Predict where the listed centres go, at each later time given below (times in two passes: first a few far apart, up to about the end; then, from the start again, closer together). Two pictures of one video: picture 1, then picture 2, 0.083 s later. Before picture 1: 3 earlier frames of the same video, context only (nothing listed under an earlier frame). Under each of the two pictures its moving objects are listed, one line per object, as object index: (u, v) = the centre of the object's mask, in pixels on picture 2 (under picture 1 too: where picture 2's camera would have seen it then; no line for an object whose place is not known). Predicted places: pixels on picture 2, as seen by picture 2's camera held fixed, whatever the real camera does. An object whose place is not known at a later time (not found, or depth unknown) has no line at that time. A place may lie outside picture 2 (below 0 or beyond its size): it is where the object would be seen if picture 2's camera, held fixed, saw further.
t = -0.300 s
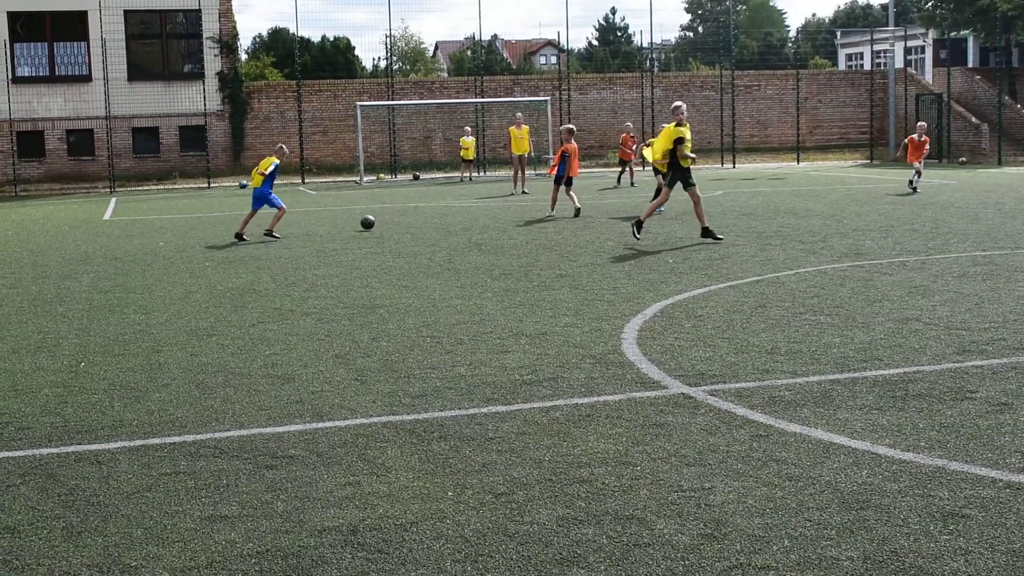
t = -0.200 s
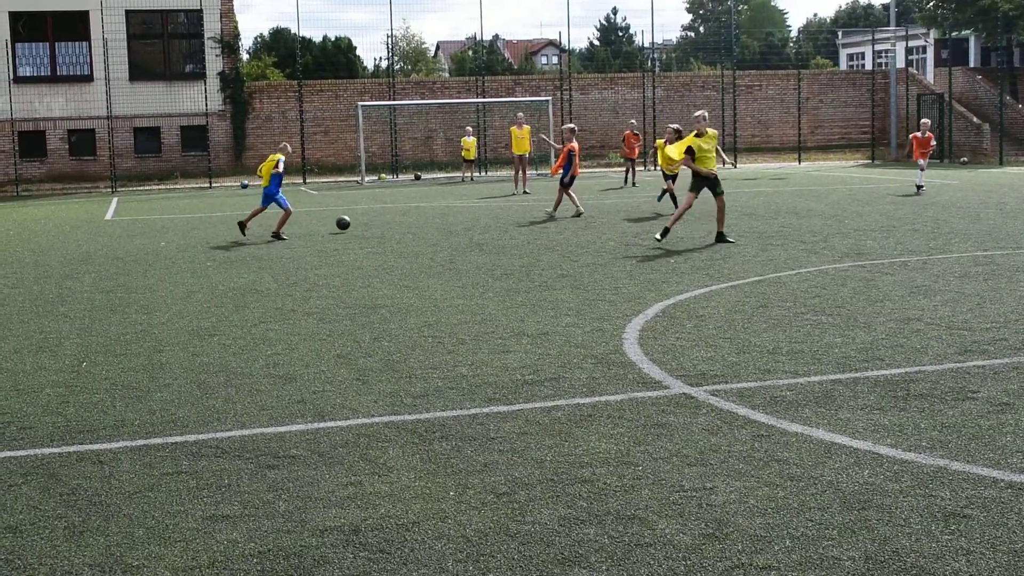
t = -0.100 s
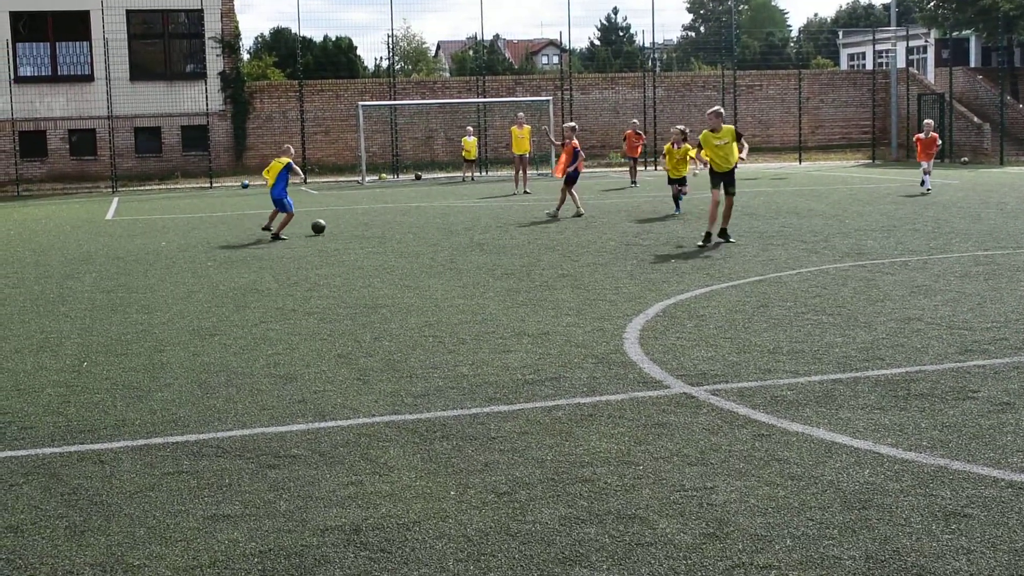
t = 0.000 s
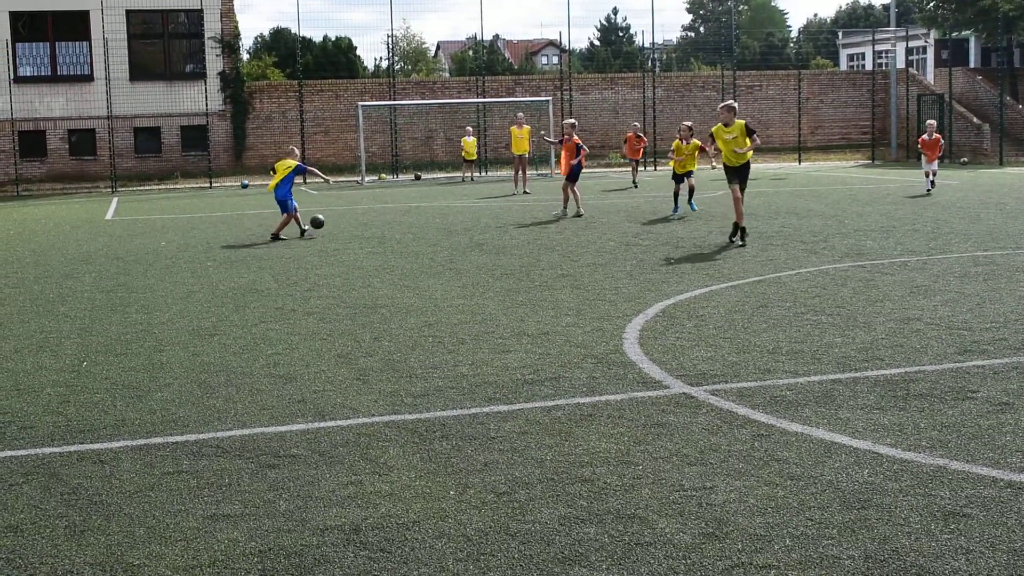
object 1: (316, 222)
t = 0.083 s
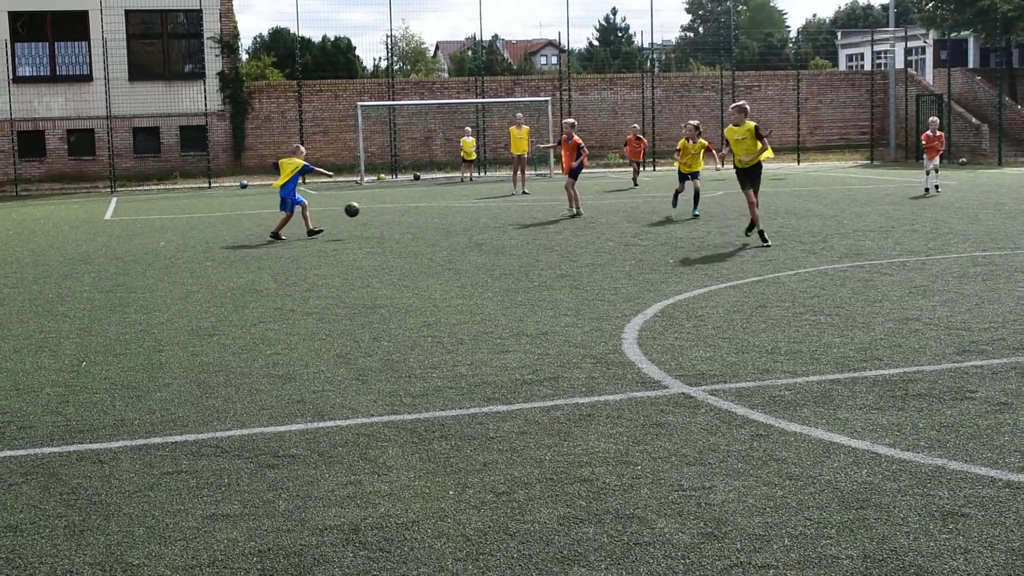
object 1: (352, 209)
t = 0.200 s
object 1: (404, 200)
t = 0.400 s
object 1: (497, 208)
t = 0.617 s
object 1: (592, 230)
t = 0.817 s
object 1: (642, 216)
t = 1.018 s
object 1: (695, 237)
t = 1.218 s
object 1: (752, 233)
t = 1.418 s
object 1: (814, 252)
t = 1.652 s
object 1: (885, 248)
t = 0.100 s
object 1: (359, 207)
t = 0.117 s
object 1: (367, 206)
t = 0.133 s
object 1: (374, 204)
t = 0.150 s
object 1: (382, 203)
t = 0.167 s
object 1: (389, 201)
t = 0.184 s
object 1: (396, 201)
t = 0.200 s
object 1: (404, 200)
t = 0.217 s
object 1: (411, 200)
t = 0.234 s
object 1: (419, 199)
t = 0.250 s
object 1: (426, 199)
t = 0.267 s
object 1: (434, 199)
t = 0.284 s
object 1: (442, 199)
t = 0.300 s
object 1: (450, 200)
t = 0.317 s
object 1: (458, 201)
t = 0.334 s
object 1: (465, 202)
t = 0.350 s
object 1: (473, 203)
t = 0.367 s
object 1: (481, 204)
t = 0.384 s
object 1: (489, 206)
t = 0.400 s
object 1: (497, 208)
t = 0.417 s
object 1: (505, 210)
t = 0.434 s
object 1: (513, 212)
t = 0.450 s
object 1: (522, 214)
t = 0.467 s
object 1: (530, 217)
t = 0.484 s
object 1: (538, 220)
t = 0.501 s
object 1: (546, 223)
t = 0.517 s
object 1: (554, 226)
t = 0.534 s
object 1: (563, 230)
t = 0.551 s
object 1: (571, 234)
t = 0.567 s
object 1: (580, 238)
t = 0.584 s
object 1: (584, 236)
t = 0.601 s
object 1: (588, 232)
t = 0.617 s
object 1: (592, 230)
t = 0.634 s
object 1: (596, 227)
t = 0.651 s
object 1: (600, 225)
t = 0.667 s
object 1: (604, 223)
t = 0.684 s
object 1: (608, 222)
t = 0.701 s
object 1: (612, 220)
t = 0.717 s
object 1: (617, 219)
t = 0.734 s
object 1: (621, 217)
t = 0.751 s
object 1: (625, 216)
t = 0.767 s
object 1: (629, 216)
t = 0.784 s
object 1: (633, 216)
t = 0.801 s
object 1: (637, 216)
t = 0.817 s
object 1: (642, 216)
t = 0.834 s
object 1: (646, 216)
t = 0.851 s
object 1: (650, 216)
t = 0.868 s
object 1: (655, 217)
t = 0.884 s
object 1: (659, 218)
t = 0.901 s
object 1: (664, 220)
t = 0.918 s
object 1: (668, 221)
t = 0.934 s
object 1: (673, 223)
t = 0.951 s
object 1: (677, 225)
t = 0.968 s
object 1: (681, 228)
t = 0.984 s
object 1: (686, 230)
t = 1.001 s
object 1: (691, 233)
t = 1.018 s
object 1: (695, 237)
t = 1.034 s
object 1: (700, 240)
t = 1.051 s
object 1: (704, 244)
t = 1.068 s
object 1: (709, 245)
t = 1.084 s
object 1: (714, 243)
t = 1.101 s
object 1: (718, 240)
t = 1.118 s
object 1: (723, 239)
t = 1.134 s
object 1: (728, 237)
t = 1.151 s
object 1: (733, 236)
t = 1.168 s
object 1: (738, 235)
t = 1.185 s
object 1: (743, 234)
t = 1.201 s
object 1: (747, 234)
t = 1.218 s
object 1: (752, 233)
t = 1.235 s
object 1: (757, 233)
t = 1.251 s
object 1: (762, 233)
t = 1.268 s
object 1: (767, 234)
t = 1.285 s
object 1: (772, 235)
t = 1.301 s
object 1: (777, 236)
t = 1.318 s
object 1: (782, 237)
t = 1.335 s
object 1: (787, 239)
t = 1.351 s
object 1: (793, 241)
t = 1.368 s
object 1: (798, 243)
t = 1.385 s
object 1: (803, 246)
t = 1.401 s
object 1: (808, 248)
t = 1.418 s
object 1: (814, 252)
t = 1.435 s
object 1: (819, 253)
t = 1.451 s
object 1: (824, 250)
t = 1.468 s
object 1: (829, 249)
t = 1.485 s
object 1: (834, 247)
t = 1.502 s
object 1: (839, 246)
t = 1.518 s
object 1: (844, 245)
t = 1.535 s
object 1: (849, 244)
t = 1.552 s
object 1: (854, 244)
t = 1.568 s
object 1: (859, 244)
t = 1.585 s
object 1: (865, 245)
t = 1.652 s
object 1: (885, 248)
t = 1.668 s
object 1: (891, 250)
